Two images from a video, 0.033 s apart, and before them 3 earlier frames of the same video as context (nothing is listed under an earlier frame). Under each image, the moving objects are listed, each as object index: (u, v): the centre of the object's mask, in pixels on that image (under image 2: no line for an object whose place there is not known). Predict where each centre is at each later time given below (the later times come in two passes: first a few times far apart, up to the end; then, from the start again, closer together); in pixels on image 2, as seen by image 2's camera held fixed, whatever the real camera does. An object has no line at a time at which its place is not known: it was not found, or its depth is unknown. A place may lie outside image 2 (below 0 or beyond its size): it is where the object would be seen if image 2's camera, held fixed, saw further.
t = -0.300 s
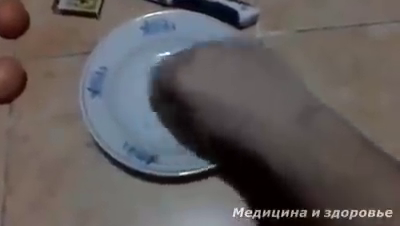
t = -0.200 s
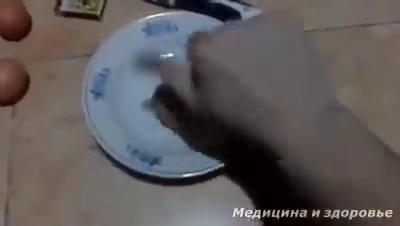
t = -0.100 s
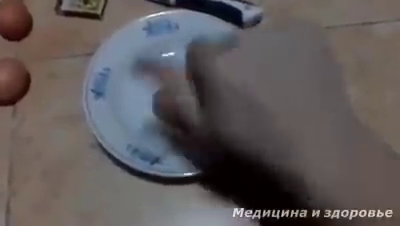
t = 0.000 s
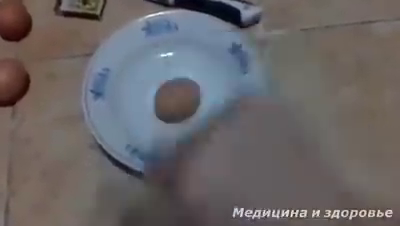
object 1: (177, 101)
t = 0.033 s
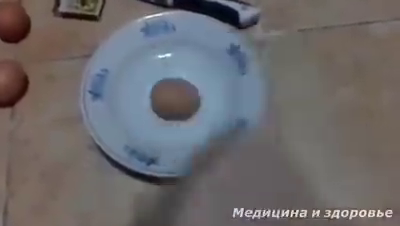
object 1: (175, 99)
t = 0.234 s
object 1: (167, 97)
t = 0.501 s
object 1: (172, 95)
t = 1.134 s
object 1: (171, 93)
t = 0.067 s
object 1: (173, 98)
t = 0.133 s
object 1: (171, 97)
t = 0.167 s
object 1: (169, 97)
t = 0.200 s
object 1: (168, 97)
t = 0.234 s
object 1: (167, 97)
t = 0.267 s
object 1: (167, 97)
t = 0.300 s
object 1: (167, 99)
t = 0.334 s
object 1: (169, 99)
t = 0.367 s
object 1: (170, 98)
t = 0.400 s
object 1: (171, 98)
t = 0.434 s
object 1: (171, 97)
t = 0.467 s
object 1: (171, 96)
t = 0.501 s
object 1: (172, 95)
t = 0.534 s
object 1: (171, 96)
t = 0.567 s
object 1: (171, 95)
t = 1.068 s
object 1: (172, 95)
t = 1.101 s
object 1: (171, 94)
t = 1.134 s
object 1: (171, 93)
